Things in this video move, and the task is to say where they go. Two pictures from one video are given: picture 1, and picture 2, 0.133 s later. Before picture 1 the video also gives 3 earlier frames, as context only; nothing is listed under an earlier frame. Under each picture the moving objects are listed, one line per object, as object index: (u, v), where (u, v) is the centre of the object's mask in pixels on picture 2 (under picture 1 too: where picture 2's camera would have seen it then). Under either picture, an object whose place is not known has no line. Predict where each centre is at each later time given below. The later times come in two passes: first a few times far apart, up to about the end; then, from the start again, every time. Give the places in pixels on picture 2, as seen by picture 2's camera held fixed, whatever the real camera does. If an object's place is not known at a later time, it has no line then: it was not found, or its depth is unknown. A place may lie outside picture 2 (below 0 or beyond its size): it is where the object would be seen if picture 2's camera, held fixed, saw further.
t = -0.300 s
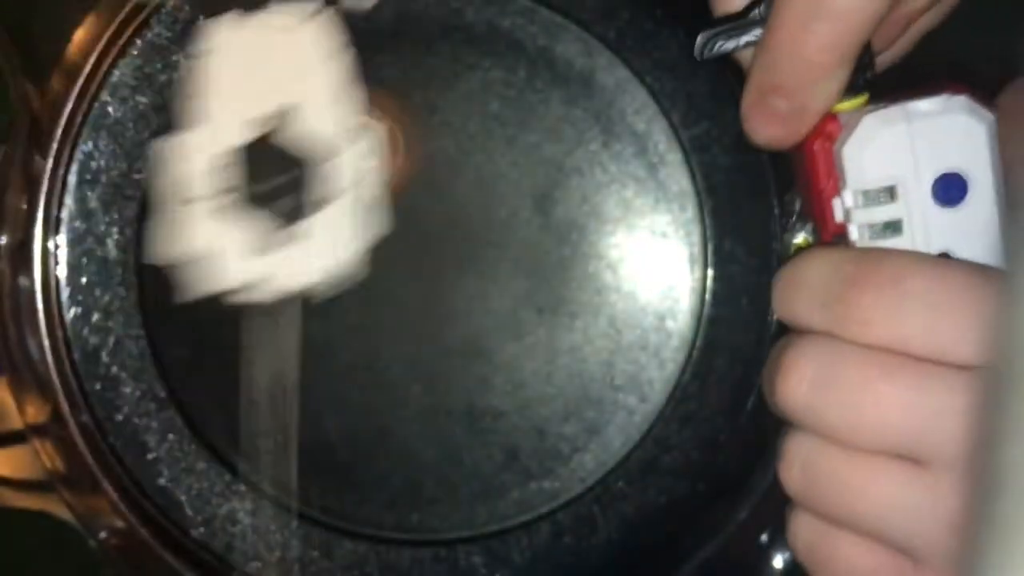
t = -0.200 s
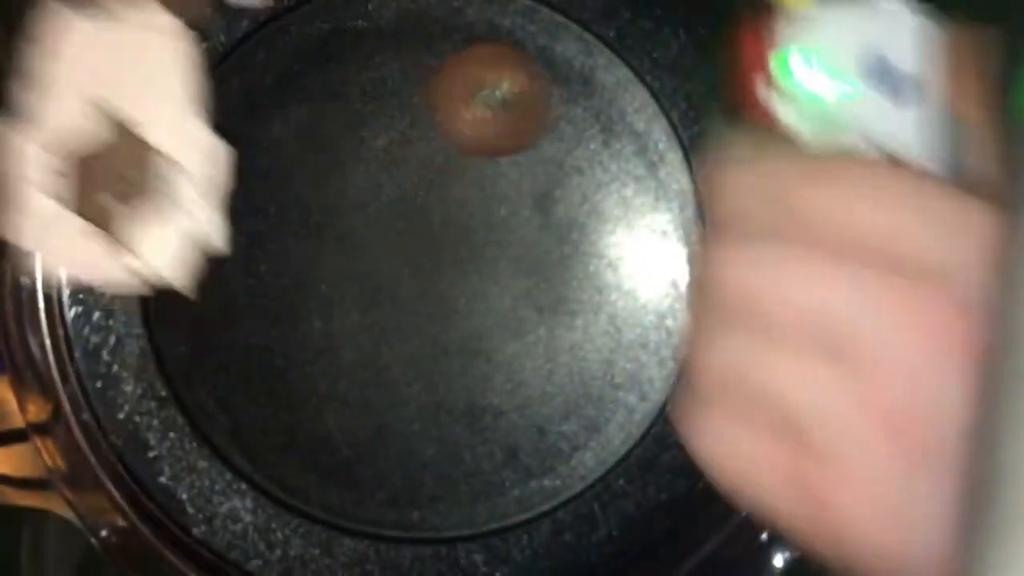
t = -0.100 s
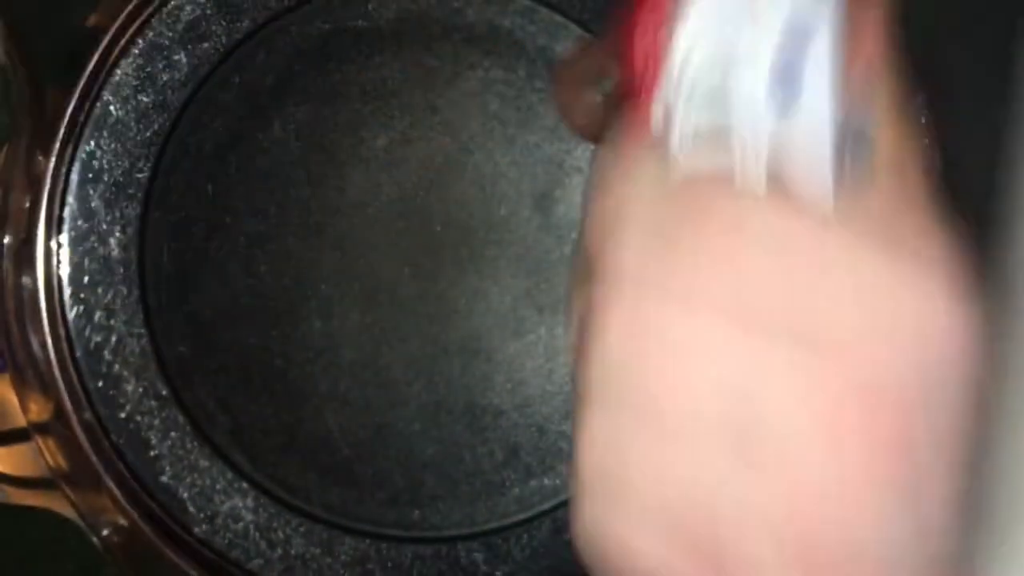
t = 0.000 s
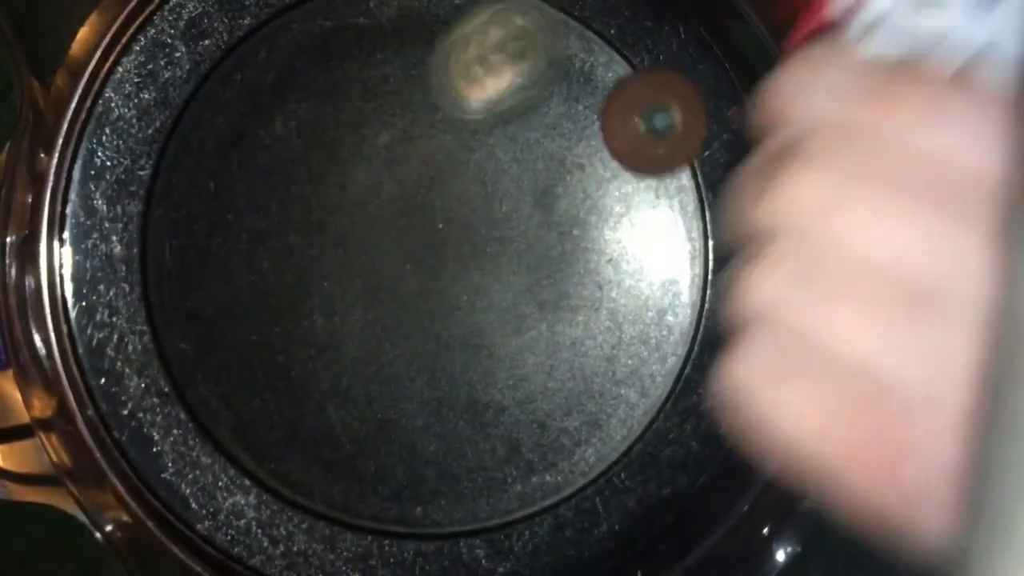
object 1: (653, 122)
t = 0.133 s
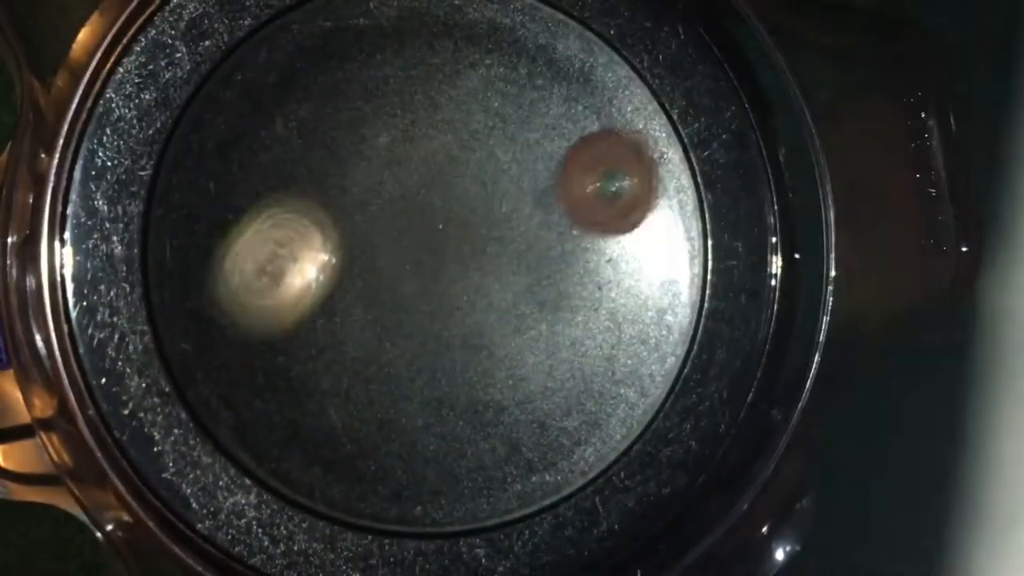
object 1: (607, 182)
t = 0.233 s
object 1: (530, 219)
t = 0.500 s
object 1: (396, 265)
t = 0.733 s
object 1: (419, 266)
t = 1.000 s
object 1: (441, 263)
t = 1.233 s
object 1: (274, 137)
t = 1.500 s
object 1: (271, 194)
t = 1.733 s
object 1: (258, 238)
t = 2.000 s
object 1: (297, 251)
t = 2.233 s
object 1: (376, 251)
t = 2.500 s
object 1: (362, 242)
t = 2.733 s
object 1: (204, 291)
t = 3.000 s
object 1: (429, 305)
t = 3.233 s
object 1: (427, 308)
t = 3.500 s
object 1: (327, 317)
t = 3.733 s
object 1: (257, 314)
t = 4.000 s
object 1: (225, 303)
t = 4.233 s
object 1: (391, 218)
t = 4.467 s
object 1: (396, 49)
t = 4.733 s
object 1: (436, 53)
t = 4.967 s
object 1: (504, 215)
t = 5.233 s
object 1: (653, 176)
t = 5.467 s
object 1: (480, 288)
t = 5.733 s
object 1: (297, 466)
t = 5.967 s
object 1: (299, 380)
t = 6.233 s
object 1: (254, 168)
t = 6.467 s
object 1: (308, 64)
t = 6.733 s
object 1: (481, 119)
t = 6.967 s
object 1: (607, 241)
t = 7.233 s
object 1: (591, 370)
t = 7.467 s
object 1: (442, 404)
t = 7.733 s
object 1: (267, 333)
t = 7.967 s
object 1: (244, 207)
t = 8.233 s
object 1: (386, 116)
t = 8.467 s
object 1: (544, 140)
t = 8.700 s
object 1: (598, 249)
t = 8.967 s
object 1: (503, 377)
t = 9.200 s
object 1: (372, 414)
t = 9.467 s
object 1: (305, 281)
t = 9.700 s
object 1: (313, 261)
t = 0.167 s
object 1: (580, 197)
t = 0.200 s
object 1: (556, 209)
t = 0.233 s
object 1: (530, 219)
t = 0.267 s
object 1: (501, 229)
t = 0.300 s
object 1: (477, 237)
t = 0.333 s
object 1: (453, 244)
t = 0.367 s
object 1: (432, 252)
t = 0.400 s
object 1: (415, 256)
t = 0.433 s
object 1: (405, 260)
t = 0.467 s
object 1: (399, 264)
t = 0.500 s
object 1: (396, 265)
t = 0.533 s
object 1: (395, 267)
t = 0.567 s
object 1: (397, 266)
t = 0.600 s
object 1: (400, 267)
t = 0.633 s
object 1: (406, 267)
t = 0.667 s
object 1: (411, 267)
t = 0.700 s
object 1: (416, 266)
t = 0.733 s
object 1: (419, 266)
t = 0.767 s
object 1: (425, 265)
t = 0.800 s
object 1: (429, 264)
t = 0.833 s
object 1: (431, 264)
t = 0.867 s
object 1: (434, 262)
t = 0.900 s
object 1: (437, 262)
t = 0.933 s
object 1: (438, 263)
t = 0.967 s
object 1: (440, 262)
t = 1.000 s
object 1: (441, 263)
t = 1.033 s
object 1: (442, 263)
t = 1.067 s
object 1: (418, 243)
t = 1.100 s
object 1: (377, 210)
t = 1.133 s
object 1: (342, 183)
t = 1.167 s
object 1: (313, 162)
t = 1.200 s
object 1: (290, 145)
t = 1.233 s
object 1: (274, 137)
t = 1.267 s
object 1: (264, 136)
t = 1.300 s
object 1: (258, 140)
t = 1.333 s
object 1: (255, 147)
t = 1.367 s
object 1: (253, 156)
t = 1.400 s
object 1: (254, 164)
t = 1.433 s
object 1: (258, 174)
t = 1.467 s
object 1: (264, 184)
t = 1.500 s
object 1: (271, 194)
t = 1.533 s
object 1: (281, 205)
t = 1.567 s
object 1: (279, 212)
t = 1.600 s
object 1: (274, 218)
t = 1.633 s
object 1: (274, 226)
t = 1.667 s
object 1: (276, 236)
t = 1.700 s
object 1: (279, 245)
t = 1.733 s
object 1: (258, 238)
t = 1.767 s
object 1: (243, 233)
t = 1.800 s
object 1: (239, 231)
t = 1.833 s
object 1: (241, 232)
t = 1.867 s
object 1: (247, 235)
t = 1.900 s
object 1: (258, 239)
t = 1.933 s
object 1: (269, 243)
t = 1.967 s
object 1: (282, 247)
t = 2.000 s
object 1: (297, 251)
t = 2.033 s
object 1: (311, 254)
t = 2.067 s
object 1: (325, 256)
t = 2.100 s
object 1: (340, 257)
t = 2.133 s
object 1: (355, 256)
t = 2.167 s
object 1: (368, 254)
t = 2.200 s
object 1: (380, 252)
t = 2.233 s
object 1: (376, 251)
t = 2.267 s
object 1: (359, 252)
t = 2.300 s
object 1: (348, 251)
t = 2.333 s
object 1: (342, 250)
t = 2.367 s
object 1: (341, 249)
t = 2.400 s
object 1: (343, 247)
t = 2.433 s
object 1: (349, 246)
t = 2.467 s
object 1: (355, 243)
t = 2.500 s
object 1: (362, 242)
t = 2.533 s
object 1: (340, 243)
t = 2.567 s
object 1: (268, 251)
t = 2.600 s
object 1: (207, 256)
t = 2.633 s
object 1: (158, 261)
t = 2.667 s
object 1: (152, 270)
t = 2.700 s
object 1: (176, 281)
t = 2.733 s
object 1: (204, 291)
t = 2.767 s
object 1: (232, 297)
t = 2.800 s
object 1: (263, 302)
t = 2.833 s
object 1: (297, 306)
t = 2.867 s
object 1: (329, 309)
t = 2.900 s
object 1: (358, 310)
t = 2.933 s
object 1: (387, 309)
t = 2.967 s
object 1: (410, 308)
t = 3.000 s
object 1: (429, 305)
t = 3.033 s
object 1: (444, 300)
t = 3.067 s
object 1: (452, 296)
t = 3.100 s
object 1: (457, 292)
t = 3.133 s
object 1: (459, 288)
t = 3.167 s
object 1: (462, 284)
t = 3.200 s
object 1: (458, 286)
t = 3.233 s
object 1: (427, 308)
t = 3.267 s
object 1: (401, 324)
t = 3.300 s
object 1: (374, 337)
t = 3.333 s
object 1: (354, 344)
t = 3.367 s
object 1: (338, 344)
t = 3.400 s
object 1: (327, 342)
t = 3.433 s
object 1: (321, 335)
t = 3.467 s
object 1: (321, 327)
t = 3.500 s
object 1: (327, 317)
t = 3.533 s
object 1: (338, 307)
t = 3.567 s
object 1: (354, 297)
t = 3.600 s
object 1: (371, 290)
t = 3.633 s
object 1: (394, 286)
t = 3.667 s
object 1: (356, 293)
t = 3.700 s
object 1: (302, 305)
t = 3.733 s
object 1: (257, 314)
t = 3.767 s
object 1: (218, 320)
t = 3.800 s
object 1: (196, 322)
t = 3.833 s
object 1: (177, 326)
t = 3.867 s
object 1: (172, 325)
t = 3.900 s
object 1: (177, 322)
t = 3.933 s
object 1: (189, 315)
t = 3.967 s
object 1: (206, 310)
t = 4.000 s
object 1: (225, 303)
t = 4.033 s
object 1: (246, 294)
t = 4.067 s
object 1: (268, 286)
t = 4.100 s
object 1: (293, 275)
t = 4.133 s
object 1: (317, 263)
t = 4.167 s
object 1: (343, 251)
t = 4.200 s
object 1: (368, 233)
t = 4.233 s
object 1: (391, 218)
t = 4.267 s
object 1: (413, 201)
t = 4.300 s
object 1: (432, 184)
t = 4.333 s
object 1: (427, 155)
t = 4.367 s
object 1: (414, 122)
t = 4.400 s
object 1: (403, 96)
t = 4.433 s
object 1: (396, 72)
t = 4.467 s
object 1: (396, 49)
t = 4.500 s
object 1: (400, 40)
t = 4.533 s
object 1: (404, 35)
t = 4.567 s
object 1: (411, 32)
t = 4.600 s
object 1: (418, 32)
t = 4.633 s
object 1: (424, 34)
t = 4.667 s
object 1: (430, 38)
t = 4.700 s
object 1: (433, 43)
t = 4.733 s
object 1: (436, 53)
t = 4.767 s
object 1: (440, 70)
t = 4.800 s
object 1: (443, 87)
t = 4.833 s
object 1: (451, 110)
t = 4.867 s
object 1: (462, 136)
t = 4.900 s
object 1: (474, 160)
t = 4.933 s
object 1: (490, 188)
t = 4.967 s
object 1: (504, 215)
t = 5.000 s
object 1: (525, 233)
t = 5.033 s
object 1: (570, 215)
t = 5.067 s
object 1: (617, 193)
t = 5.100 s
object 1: (656, 178)
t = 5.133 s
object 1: (678, 173)
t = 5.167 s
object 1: (679, 172)
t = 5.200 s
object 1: (669, 173)
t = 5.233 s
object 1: (653, 176)
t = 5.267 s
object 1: (632, 181)
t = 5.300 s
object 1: (611, 189)
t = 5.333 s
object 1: (587, 201)
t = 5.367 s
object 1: (560, 218)
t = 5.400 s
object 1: (530, 241)
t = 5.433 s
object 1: (507, 264)
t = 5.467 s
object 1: (480, 288)
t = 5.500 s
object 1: (453, 313)
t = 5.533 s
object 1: (426, 338)
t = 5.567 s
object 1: (401, 364)
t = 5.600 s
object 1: (379, 387)
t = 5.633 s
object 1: (356, 410)
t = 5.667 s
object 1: (334, 431)
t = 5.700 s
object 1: (314, 451)
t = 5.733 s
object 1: (297, 466)
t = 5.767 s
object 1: (284, 476)
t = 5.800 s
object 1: (280, 474)
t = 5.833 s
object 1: (281, 460)
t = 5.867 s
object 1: (284, 444)
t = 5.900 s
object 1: (288, 425)
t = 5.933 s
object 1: (292, 405)
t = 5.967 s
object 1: (299, 380)
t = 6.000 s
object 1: (306, 355)
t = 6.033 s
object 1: (314, 327)
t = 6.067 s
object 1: (321, 297)
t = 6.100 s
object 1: (304, 273)
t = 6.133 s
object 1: (283, 244)
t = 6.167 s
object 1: (269, 218)
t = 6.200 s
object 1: (257, 192)
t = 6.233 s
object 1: (254, 168)
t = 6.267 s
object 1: (251, 147)
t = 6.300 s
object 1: (254, 127)
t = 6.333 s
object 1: (259, 108)
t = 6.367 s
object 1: (268, 92)
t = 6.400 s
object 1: (279, 79)
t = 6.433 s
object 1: (292, 71)
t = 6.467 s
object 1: (308, 64)
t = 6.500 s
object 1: (326, 60)
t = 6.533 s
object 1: (346, 62)
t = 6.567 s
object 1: (364, 68)
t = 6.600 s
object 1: (384, 75)
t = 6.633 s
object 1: (409, 85)
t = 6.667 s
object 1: (432, 95)
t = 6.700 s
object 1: (456, 107)
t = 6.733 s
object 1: (481, 119)
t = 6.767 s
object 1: (503, 135)
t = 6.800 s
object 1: (526, 150)
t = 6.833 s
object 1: (545, 166)
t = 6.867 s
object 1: (563, 182)
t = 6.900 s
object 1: (579, 201)
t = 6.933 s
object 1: (593, 220)
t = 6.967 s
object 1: (607, 241)
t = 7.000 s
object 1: (616, 261)
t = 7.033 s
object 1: (623, 281)
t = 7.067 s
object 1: (627, 301)
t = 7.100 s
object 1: (627, 318)
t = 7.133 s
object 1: (623, 333)
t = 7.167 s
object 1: (615, 346)
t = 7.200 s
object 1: (604, 360)
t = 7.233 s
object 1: (591, 370)
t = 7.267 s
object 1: (576, 379)
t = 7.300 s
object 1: (558, 386)
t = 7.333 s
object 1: (537, 393)
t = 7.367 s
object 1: (516, 398)
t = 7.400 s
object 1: (493, 400)
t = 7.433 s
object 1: (466, 402)
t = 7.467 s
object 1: (442, 404)
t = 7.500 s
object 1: (416, 403)
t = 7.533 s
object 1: (392, 398)
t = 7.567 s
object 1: (367, 394)
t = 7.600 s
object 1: (343, 385)
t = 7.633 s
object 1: (322, 376)
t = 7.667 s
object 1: (301, 362)
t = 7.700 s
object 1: (282, 348)
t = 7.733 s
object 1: (267, 333)
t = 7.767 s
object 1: (254, 314)
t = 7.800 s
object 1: (244, 296)
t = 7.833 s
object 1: (237, 278)
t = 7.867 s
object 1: (233, 259)
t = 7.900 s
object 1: (234, 241)
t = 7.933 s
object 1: (237, 223)
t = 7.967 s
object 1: (244, 207)
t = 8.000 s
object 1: (254, 192)
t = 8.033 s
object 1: (267, 178)
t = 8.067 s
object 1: (281, 165)
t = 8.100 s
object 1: (300, 153)
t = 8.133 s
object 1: (319, 141)
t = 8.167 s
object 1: (339, 132)
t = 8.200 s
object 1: (364, 123)
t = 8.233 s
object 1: (386, 116)
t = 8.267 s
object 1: (411, 111)
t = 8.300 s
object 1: (435, 111)
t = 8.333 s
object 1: (458, 111)
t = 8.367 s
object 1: (483, 115)
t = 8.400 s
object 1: (504, 121)
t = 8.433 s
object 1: (524, 128)
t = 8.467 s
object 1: (544, 140)
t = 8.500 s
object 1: (559, 152)
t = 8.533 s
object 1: (575, 165)
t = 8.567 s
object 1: (586, 181)
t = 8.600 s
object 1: (593, 197)
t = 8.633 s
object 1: (599, 214)
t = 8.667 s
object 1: (601, 230)
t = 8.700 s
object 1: (598, 249)
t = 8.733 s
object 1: (595, 267)
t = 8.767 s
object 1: (588, 285)
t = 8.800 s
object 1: (579, 301)
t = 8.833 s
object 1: (568, 321)
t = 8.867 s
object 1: (555, 336)
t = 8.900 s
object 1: (539, 350)
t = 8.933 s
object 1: (522, 366)
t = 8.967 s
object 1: (503, 377)
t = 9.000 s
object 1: (483, 390)
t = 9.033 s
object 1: (464, 409)
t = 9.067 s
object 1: (445, 419)
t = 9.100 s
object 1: (425, 424)
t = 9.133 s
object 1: (407, 423)
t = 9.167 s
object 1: (389, 420)
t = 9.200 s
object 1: (372, 414)
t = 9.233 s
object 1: (356, 404)
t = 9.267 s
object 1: (339, 390)
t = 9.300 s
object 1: (327, 377)
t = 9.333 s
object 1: (317, 359)
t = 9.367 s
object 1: (309, 341)
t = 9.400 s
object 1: (305, 322)
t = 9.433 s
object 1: (304, 302)
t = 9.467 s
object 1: (305, 281)
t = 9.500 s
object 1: (309, 263)
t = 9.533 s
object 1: (293, 266)
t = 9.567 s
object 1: (284, 270)
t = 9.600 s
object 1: (282, 271)
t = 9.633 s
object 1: (286, 270)
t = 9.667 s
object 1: (297, 265)
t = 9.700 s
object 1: (313, 261)
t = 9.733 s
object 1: (330, 257)
